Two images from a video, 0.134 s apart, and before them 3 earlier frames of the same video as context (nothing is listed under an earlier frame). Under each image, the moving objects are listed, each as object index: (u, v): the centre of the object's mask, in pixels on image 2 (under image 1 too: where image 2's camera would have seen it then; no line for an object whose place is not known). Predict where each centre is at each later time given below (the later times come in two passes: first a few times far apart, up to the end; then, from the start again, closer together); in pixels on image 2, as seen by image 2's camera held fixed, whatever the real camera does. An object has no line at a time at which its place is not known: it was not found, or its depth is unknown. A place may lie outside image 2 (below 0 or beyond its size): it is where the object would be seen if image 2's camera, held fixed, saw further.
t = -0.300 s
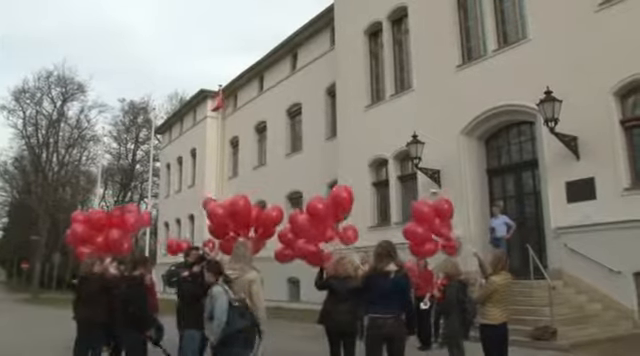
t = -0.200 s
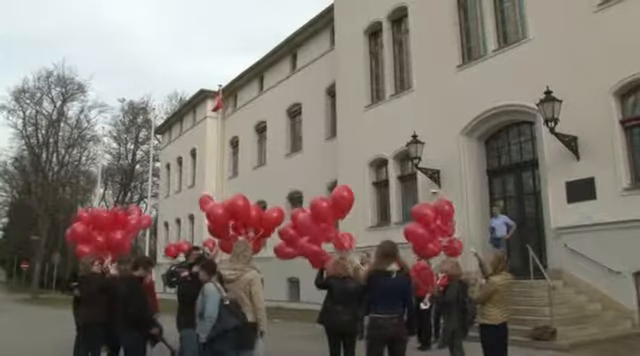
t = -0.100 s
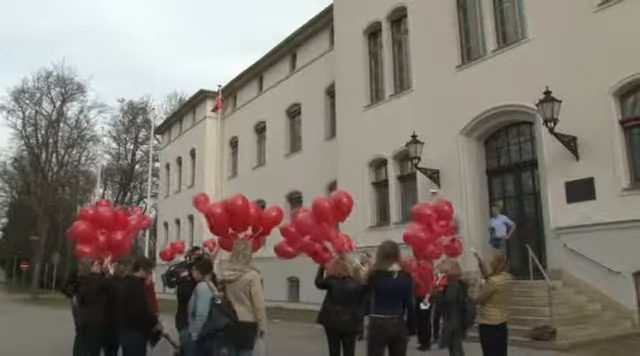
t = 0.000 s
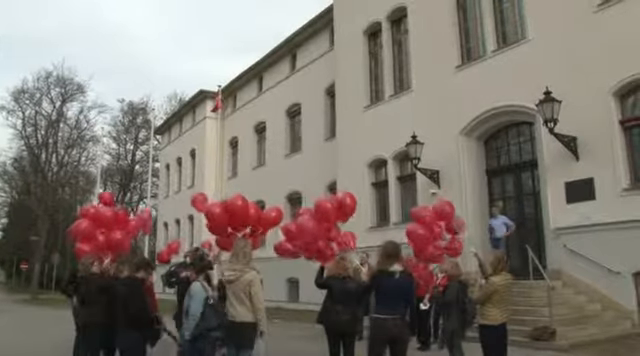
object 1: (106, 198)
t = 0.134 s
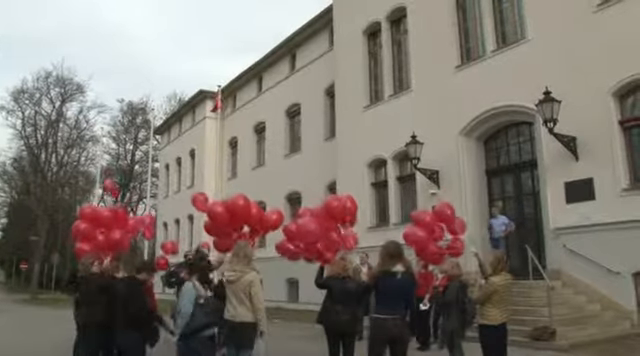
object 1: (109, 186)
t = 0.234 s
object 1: (115, 176)
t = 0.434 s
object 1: (127, 154)
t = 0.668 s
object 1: (138, 127)
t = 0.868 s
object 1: (141, 90)
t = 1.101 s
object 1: (139, 57)
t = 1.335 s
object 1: (138, 34)
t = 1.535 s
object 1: (143, 19)
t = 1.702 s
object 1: (150, 6)
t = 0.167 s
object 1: (112, 178)
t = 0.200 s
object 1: (113, 176)
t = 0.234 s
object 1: (115, 176)
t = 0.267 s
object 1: (117, 172)
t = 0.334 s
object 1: (120, 165)
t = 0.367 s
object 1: (121, 164)
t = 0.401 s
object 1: (122, 163)
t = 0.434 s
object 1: (127, 154)
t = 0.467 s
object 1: (129, 151)
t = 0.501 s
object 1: (130, 149)
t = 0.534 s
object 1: (130, 149)
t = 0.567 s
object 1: (137, 139)
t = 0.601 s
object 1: (136, 133)
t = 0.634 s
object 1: (139, 127)
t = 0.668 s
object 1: (138, 127)
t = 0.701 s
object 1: (140, 121)
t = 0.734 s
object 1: (141, 115)
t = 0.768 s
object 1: (142, 107)
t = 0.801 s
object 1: (142, 101)
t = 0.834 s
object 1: (142, 96)
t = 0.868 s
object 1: (141, 90)
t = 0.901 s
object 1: (140, 85)
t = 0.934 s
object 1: (140, 80)
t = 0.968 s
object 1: (140, 74)
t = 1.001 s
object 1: (139, 70)
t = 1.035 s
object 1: (139, 65)
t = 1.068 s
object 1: (139, 61)
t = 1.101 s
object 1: (139, 57)
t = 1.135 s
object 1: (139, 52)
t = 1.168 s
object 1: (139, 49)
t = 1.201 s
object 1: (138, 46)
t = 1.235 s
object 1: (138, 42)
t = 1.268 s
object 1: (138, 39)
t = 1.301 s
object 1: (138, 37)
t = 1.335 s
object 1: (138, 34)
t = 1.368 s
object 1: (139, 31)
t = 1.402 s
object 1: (139, 29)
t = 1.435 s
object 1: (140, 26)
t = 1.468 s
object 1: (140, 23)
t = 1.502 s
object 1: (142, 21)
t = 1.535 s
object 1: (143, 19)
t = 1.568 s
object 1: (144, 16)
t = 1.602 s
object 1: (146, 14)
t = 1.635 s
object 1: (147, 12)
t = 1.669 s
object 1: (148, 9)
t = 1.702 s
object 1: (150, 6)
